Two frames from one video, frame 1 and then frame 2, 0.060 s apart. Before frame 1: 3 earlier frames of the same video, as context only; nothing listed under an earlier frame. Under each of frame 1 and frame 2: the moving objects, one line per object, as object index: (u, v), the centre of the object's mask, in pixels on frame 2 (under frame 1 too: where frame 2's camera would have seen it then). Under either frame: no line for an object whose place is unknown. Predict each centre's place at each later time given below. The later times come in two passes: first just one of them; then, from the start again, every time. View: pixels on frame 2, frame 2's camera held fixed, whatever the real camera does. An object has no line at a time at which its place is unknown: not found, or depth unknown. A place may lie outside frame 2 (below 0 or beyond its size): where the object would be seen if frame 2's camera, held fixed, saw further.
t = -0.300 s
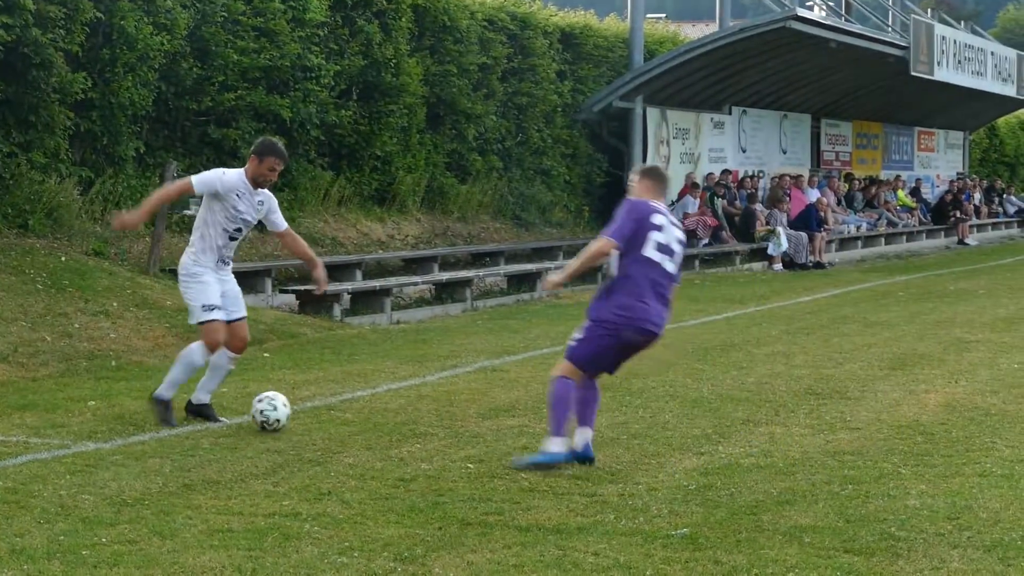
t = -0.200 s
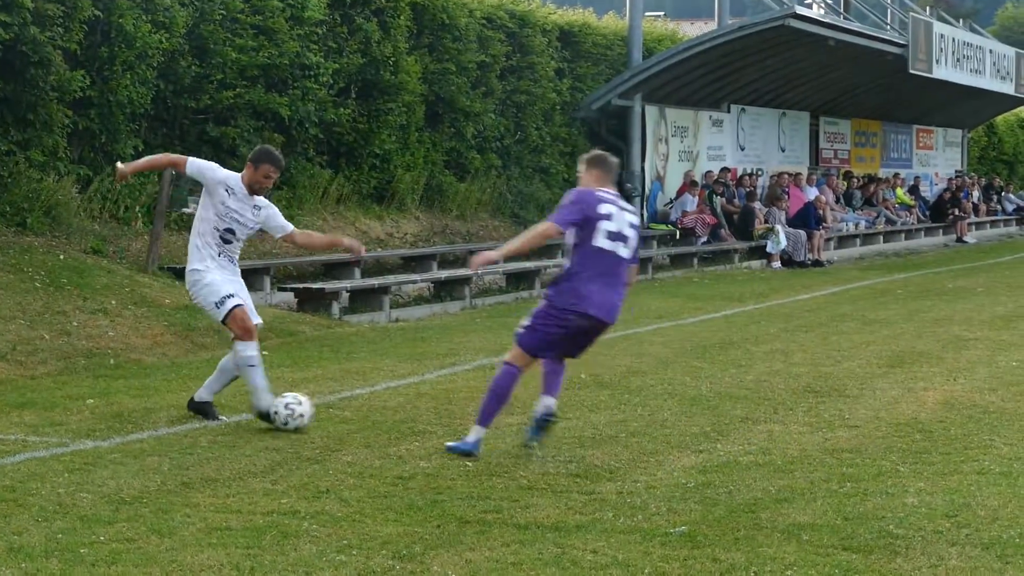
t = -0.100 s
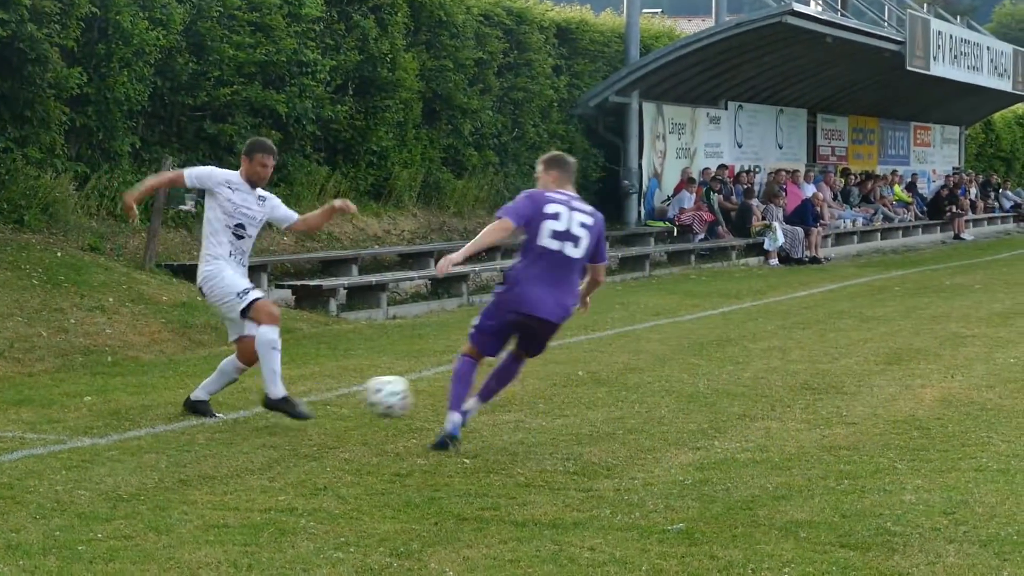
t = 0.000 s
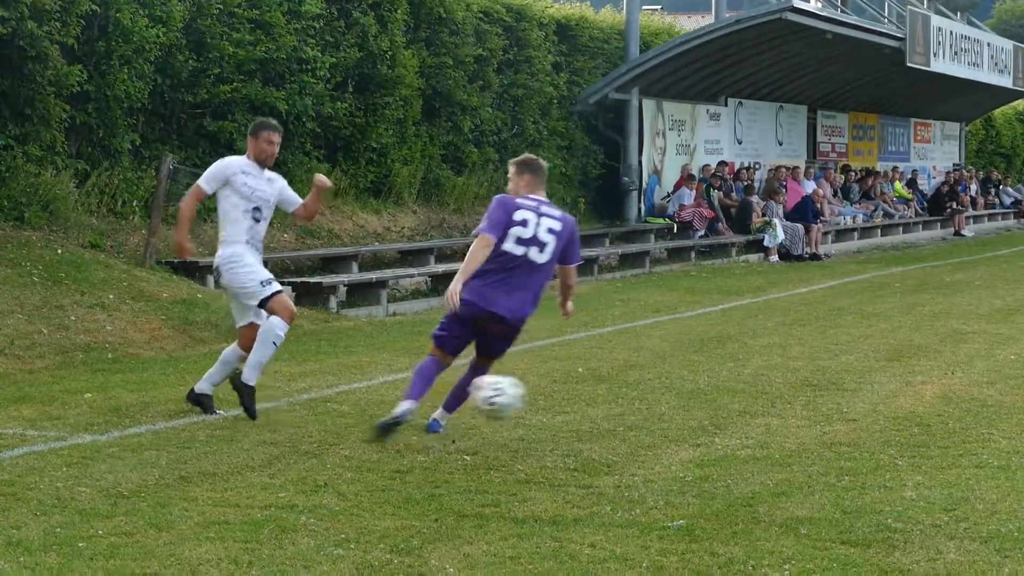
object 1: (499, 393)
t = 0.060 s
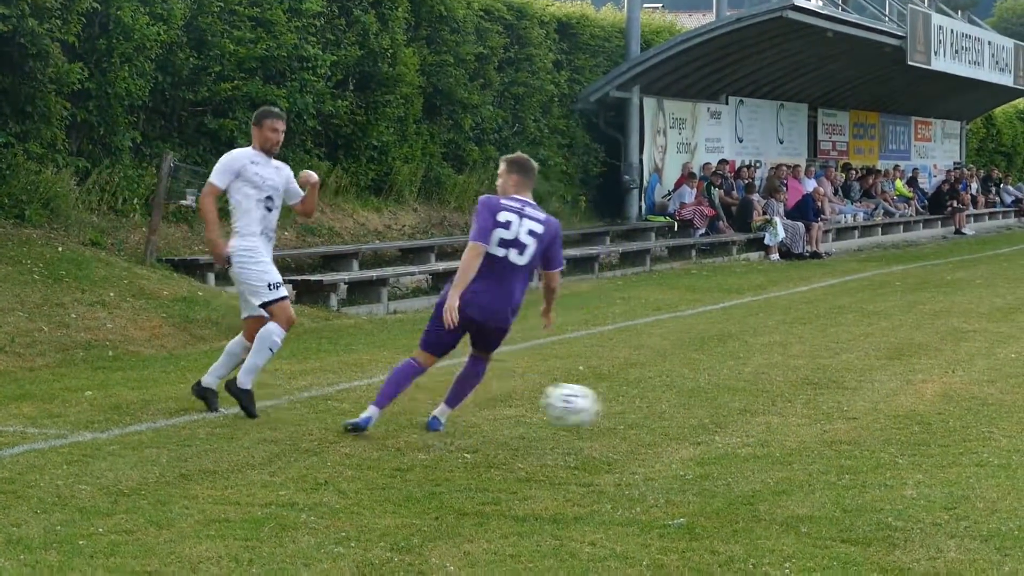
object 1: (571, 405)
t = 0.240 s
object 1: (826, 504)
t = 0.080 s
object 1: (596, 410)
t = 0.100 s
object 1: (623, 420)
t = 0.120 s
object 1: (649, 426)
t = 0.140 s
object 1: (678, 436)
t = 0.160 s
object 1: (706, 446)
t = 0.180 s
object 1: (734, 458)
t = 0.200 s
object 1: (765, 472)
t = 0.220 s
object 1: (795, 487)
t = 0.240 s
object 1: (826, 504)
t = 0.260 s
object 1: (857, 517)
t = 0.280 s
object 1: (885, 519)
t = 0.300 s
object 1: (913, 516)
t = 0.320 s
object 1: (941, 516)
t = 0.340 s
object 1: (970, 515)
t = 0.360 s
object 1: (1000, 516)
